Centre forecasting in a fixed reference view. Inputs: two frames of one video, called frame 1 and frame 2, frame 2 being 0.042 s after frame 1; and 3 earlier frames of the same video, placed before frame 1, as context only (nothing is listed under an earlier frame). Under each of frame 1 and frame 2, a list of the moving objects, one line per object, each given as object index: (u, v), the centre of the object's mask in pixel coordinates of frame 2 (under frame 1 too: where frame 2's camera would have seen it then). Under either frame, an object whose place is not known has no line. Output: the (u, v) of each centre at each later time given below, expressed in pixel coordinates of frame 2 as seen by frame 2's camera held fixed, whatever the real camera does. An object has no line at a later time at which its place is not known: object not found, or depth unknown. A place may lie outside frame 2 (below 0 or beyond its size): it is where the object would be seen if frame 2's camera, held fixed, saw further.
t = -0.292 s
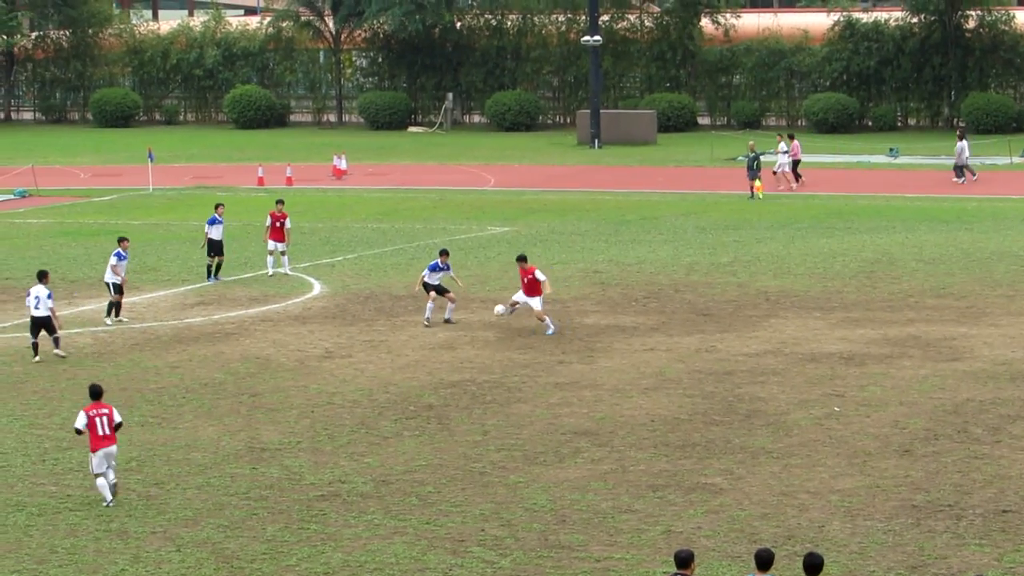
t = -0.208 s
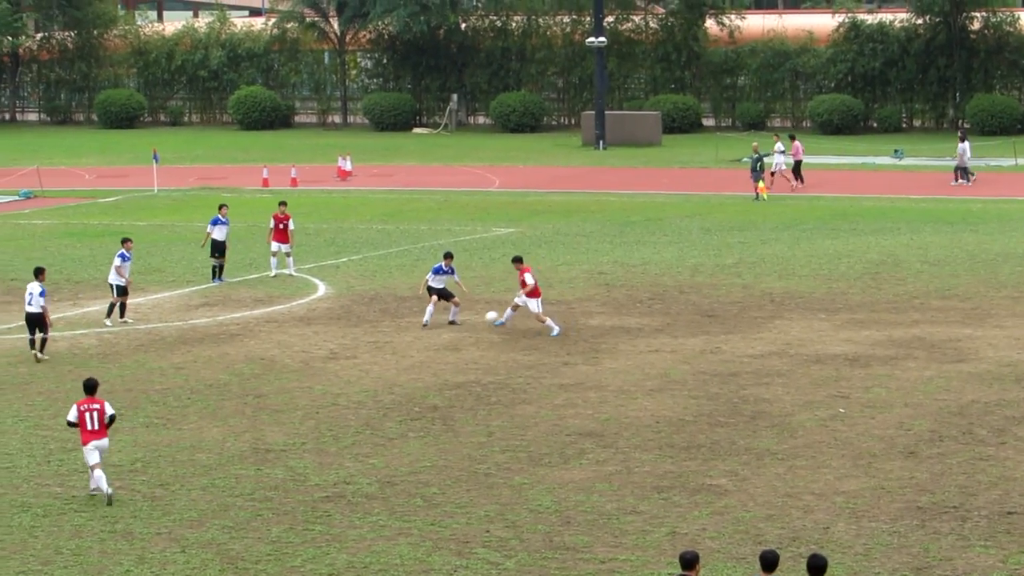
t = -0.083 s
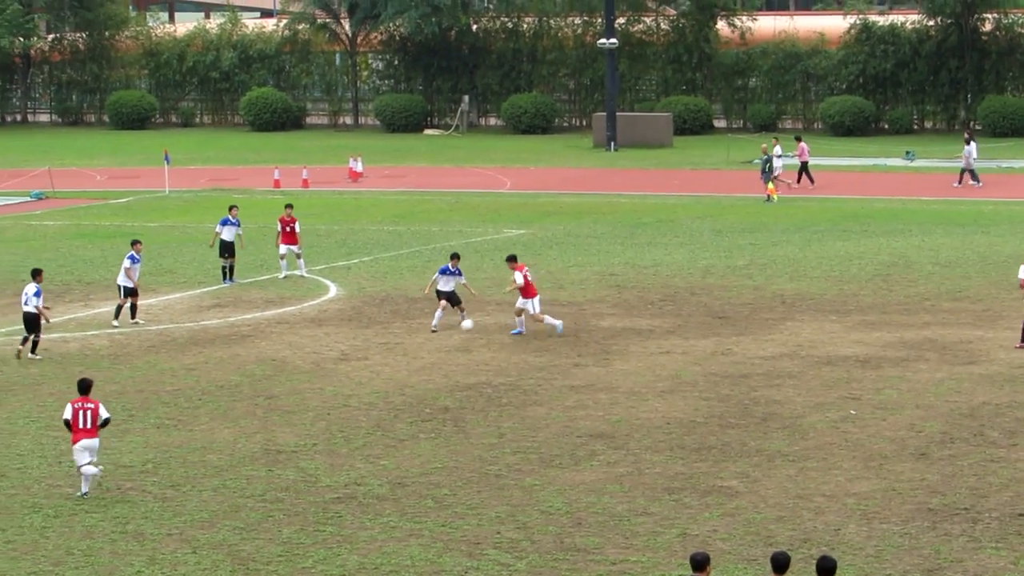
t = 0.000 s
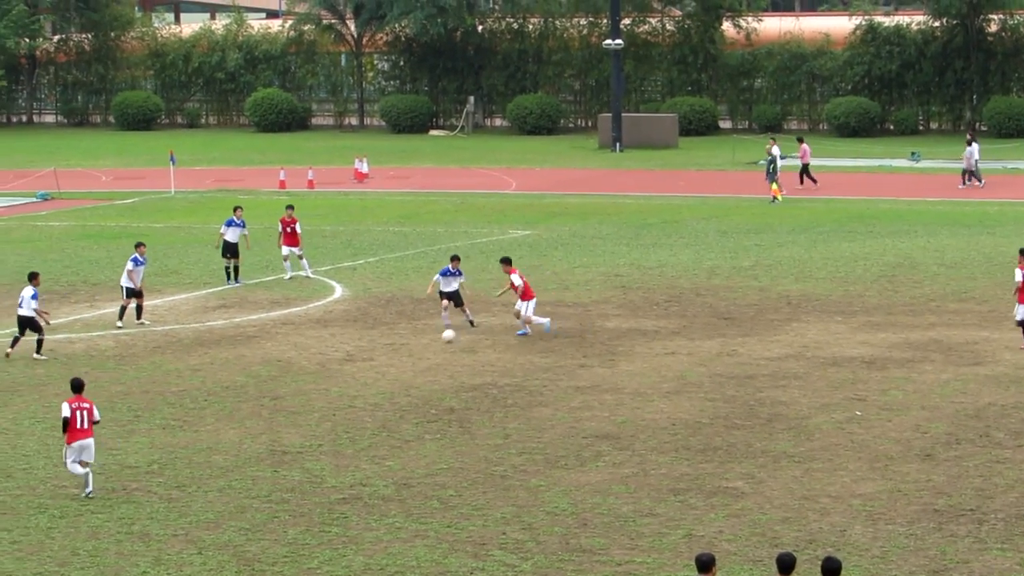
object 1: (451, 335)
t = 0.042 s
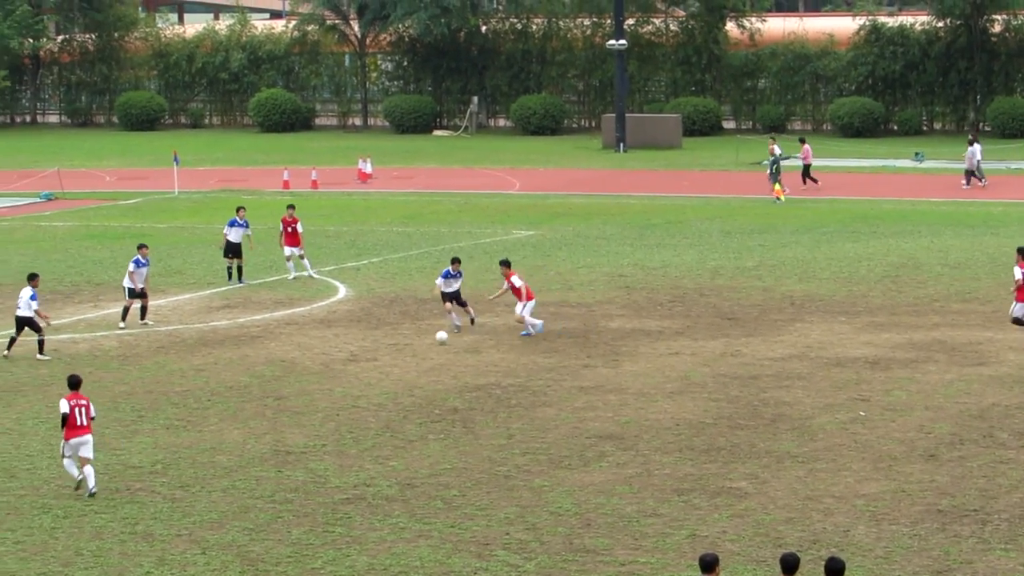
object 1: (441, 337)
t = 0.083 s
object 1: (433, 335)
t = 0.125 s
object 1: (424, 334)
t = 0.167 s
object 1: (415, 335)
